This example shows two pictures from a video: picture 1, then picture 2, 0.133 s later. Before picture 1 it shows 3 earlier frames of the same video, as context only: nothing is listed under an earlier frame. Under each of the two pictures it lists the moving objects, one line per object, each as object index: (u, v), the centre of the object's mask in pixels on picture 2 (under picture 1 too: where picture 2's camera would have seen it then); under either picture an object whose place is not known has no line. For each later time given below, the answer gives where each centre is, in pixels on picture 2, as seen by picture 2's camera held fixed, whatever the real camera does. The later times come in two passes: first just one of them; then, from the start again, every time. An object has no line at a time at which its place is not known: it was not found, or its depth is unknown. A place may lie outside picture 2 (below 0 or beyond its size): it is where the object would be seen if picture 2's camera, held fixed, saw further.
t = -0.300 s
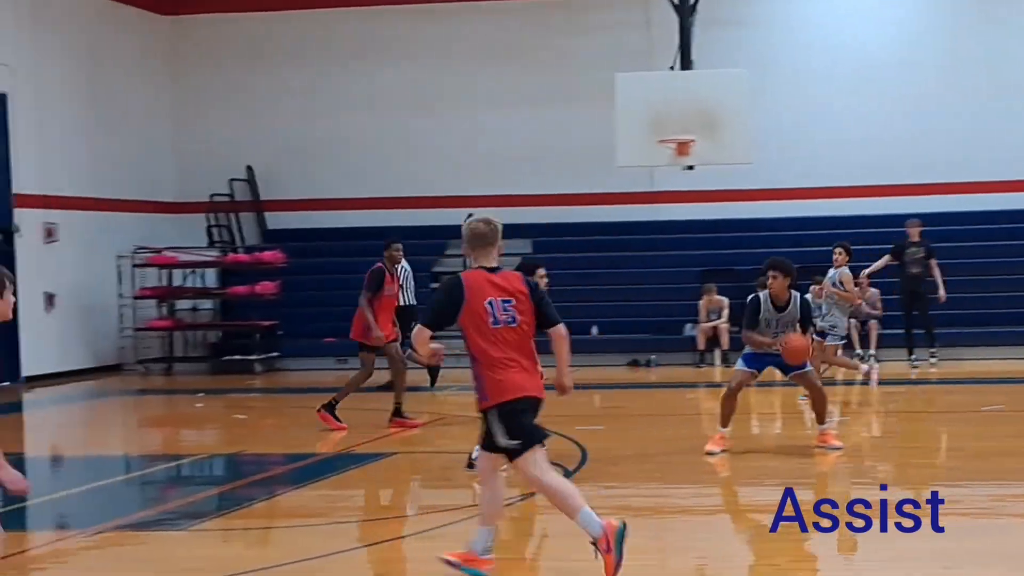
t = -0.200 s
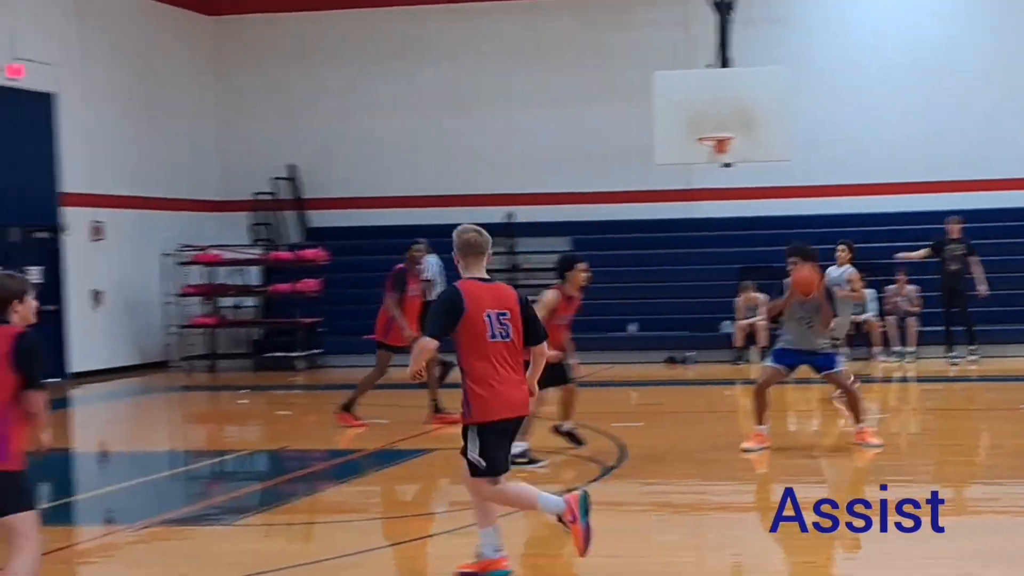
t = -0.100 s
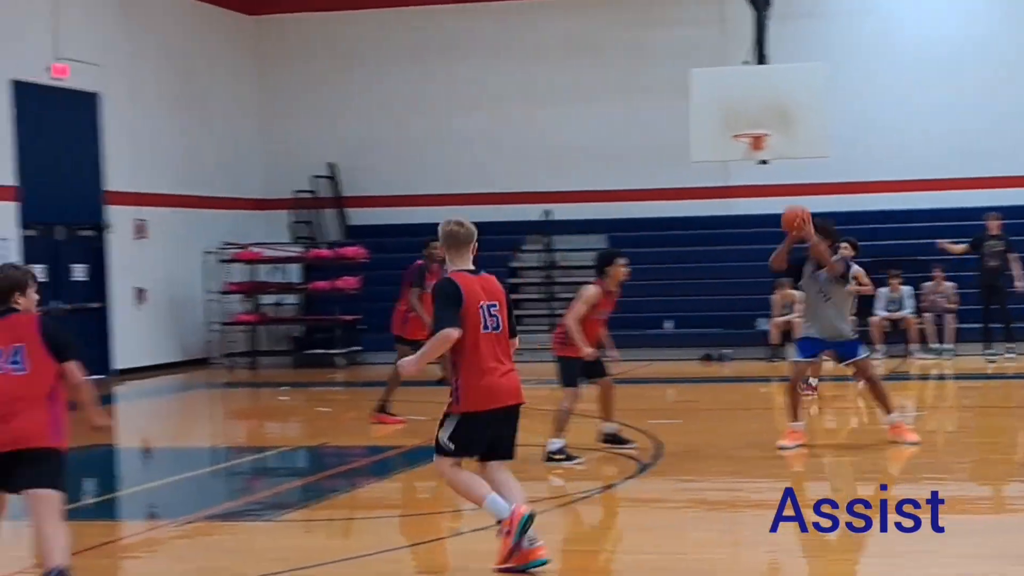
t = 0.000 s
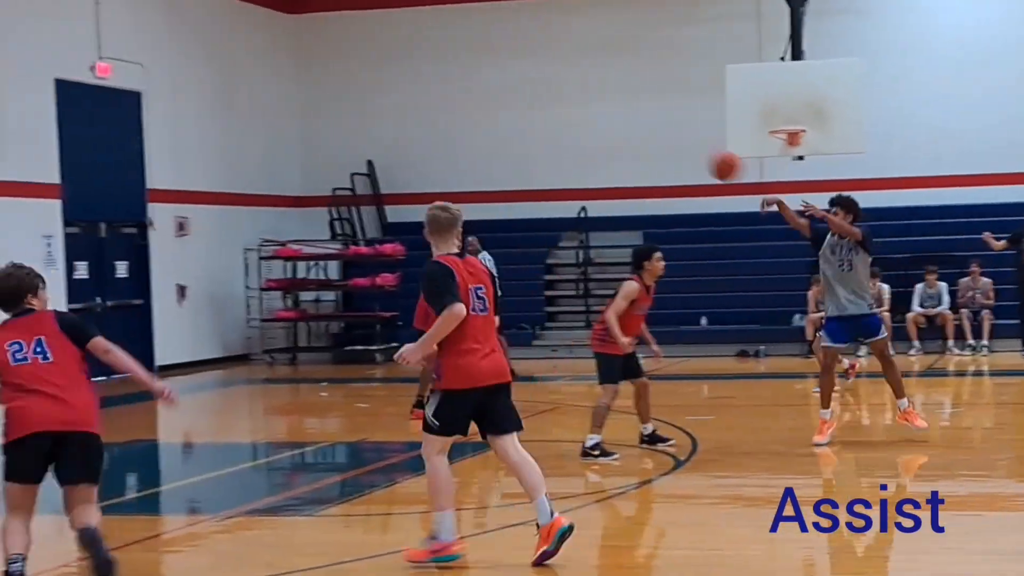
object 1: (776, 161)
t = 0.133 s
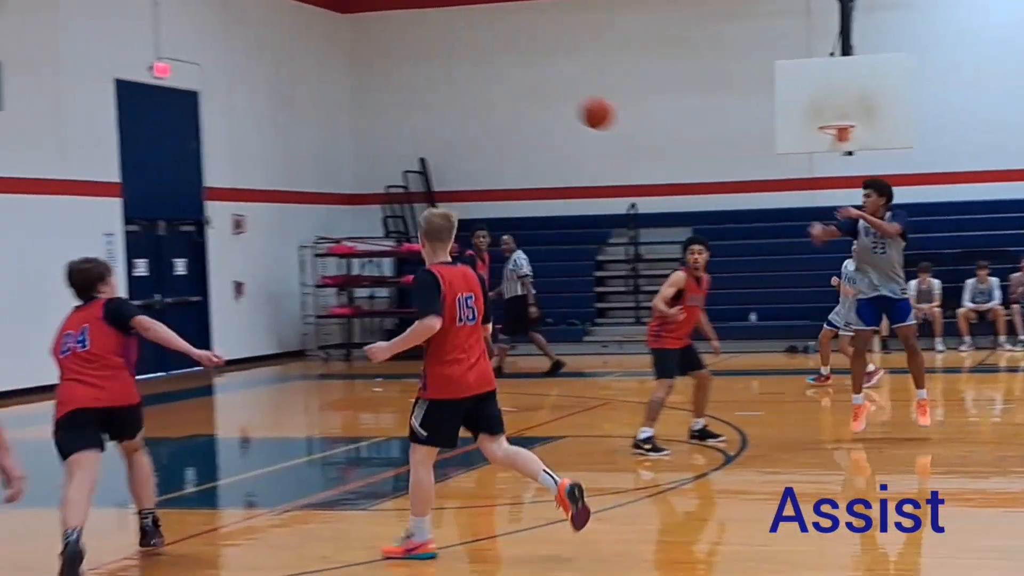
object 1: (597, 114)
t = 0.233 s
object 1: (460, 89)
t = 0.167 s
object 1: (552, 104)
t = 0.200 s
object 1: (506, 96)
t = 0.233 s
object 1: (460, 89)
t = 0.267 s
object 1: (415, 81)
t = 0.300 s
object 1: (368, 76)
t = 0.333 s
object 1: (320, 72)
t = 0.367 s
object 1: (270, 71)
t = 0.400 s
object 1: (223, 69)
